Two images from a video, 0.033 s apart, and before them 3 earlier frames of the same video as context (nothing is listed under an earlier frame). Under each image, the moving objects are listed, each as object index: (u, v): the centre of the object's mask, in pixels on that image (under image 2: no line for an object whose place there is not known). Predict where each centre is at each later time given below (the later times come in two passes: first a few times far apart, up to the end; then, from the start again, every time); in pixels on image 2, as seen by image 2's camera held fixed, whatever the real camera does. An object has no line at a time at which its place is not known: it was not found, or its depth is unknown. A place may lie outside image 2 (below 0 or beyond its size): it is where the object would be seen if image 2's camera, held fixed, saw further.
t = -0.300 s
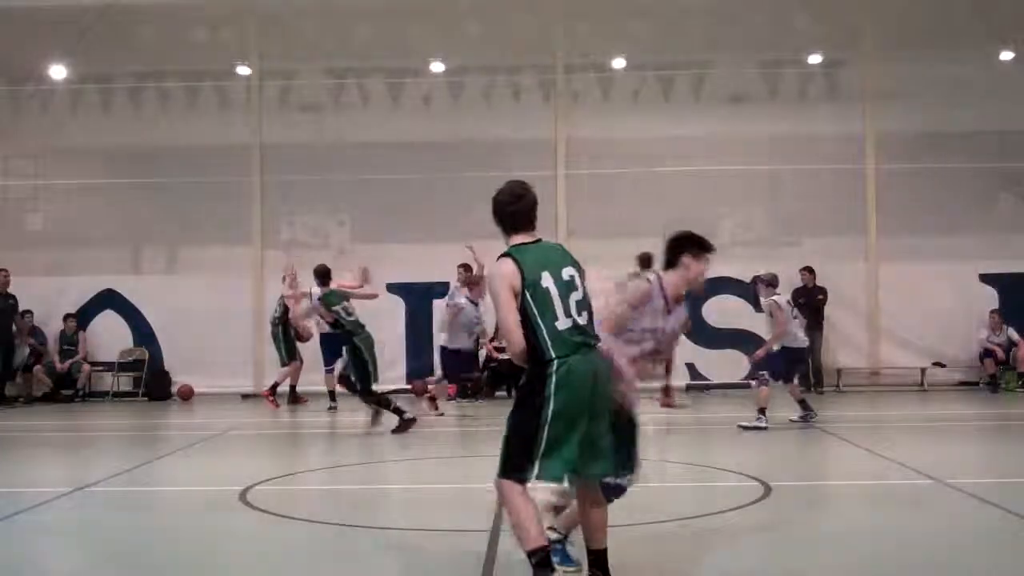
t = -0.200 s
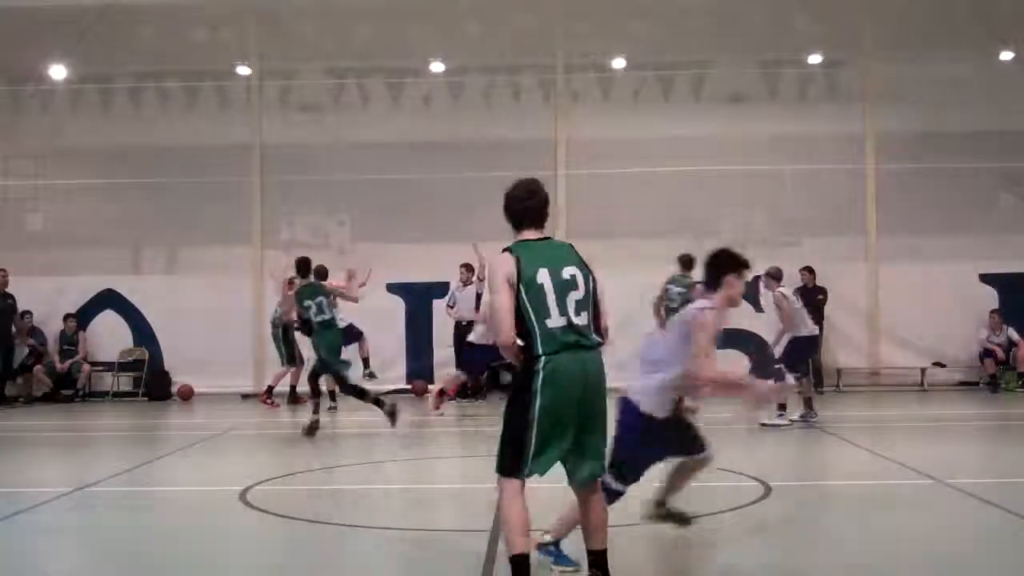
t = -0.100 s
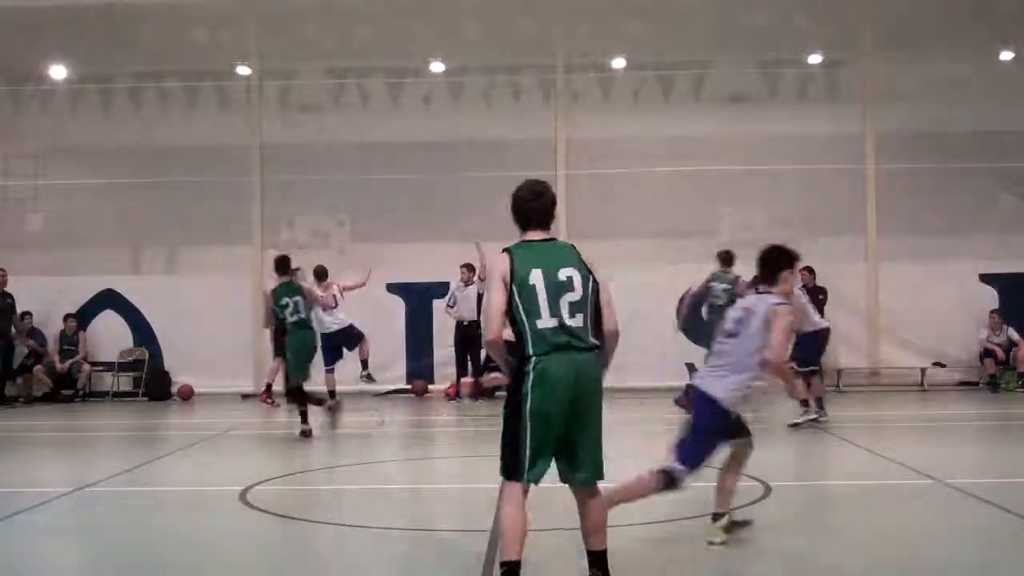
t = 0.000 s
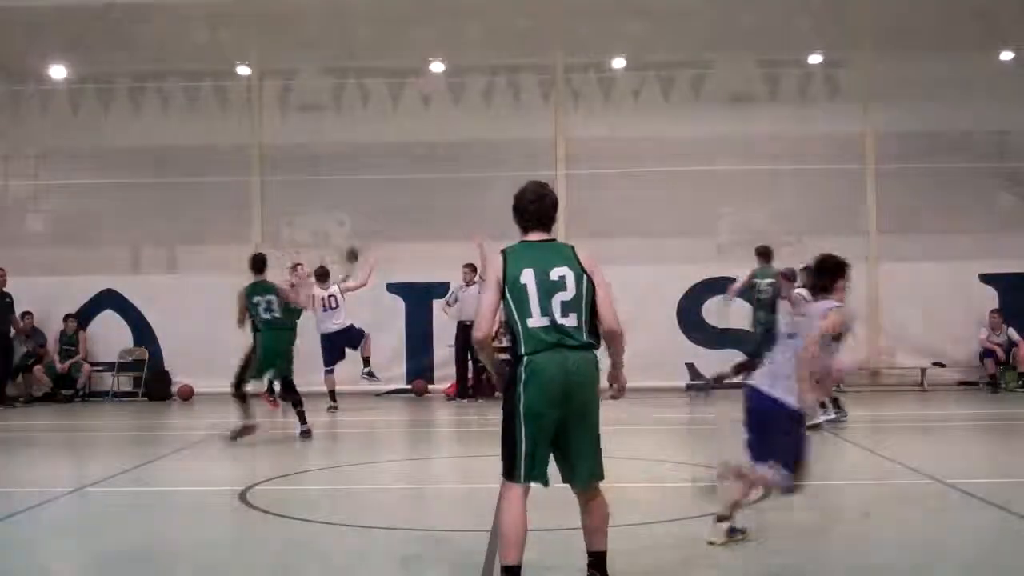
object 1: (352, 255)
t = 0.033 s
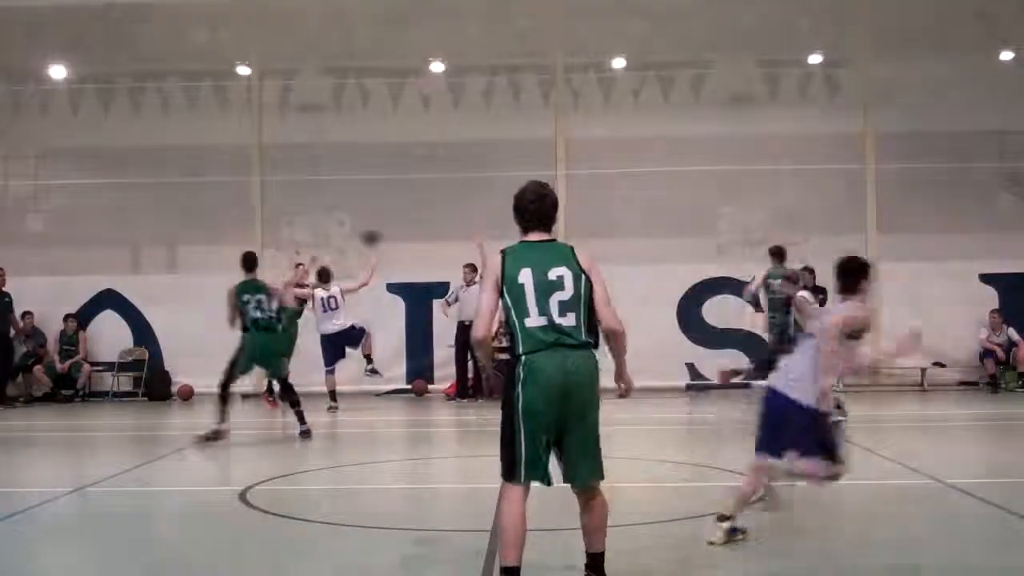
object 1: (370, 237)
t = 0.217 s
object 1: (480, 153)
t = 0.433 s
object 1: (617, 80)
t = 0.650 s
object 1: (765, 32)
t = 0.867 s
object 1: (930, 27)
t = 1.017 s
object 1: (1040, 45)
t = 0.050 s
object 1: (381, 228)
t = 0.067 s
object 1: (391, 220)
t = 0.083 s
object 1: (400, 213)
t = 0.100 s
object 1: (410, 205)
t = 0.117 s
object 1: (420, 195)
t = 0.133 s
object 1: (429, 188)
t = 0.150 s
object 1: (441, 182)
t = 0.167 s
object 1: (450, 173)
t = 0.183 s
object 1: (460, 167)
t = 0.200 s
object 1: (470, 161)
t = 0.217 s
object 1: (480, 153)
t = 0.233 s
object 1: (489, 146)
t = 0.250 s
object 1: (499, 140)
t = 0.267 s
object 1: (510, 134)
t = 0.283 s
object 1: (521, 126)
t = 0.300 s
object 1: (531, 122)
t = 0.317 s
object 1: (541, 113)
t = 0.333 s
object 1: (552, 109)
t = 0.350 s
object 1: (563, 106)
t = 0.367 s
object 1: (574, 98)
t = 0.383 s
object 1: (583, 94)
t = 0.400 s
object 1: (597, 88)
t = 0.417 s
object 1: (606, 83)
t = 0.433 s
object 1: (617, 80)
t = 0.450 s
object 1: (630, 72)
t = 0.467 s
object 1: (638, 69)
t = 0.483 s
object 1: (651, 66)
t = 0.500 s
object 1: (660, 61)
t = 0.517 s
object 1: (674, 60)
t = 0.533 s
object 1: (686, 54)
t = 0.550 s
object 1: (698, 49)
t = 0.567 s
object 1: (709, 45)
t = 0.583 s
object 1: (721, 43)
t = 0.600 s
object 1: (732, 38)
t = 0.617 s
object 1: (742, 36)
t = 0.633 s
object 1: (754, 33)
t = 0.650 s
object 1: (765, 32)
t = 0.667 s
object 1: (778, 30)
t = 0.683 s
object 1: (790, 27)
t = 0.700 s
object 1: (803, 26)
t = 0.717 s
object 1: (815, 26)
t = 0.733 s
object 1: (827, 25)
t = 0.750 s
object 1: (839, 24)
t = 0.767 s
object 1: (851, 23)
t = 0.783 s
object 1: (864, 22)
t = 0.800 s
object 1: (877, 23)
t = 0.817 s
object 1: (889, 23)
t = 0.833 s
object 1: (903, 23)
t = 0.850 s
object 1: (918, 26)
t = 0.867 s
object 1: (930, 27)
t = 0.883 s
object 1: (942, 29)
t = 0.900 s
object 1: (953, 30)
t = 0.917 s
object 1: (965, 31)
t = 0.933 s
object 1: (979, 32)
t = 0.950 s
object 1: (992, 34)
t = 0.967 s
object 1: (1006, 35)
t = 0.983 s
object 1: (1021, 39)
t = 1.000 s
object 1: (1034, 44)
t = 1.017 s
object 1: (1040, 45)
